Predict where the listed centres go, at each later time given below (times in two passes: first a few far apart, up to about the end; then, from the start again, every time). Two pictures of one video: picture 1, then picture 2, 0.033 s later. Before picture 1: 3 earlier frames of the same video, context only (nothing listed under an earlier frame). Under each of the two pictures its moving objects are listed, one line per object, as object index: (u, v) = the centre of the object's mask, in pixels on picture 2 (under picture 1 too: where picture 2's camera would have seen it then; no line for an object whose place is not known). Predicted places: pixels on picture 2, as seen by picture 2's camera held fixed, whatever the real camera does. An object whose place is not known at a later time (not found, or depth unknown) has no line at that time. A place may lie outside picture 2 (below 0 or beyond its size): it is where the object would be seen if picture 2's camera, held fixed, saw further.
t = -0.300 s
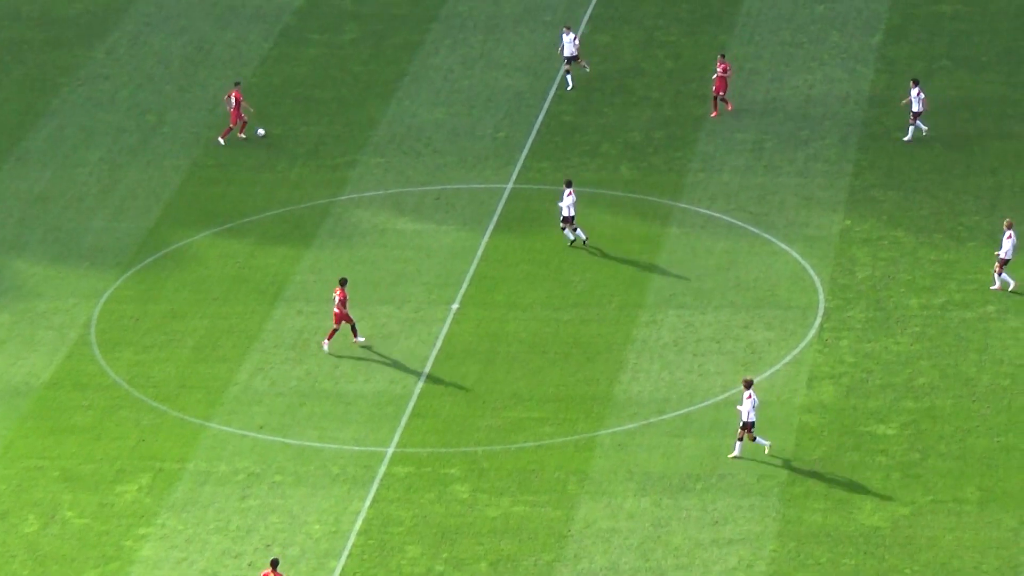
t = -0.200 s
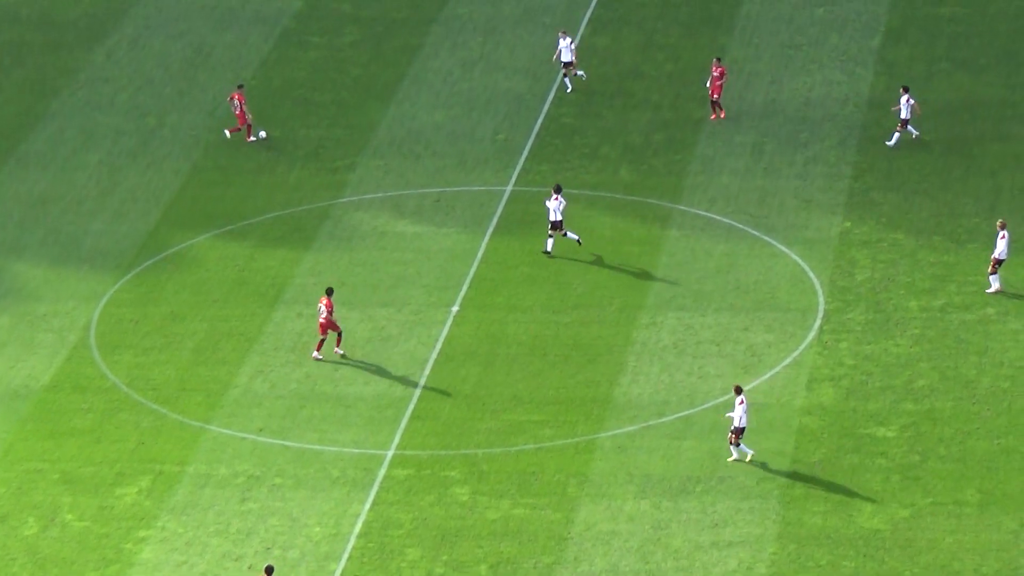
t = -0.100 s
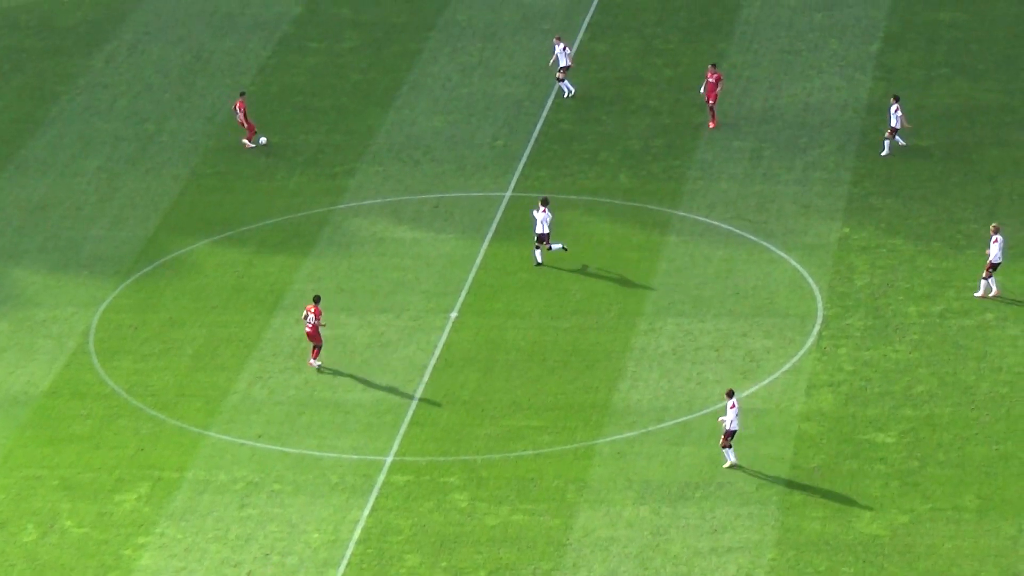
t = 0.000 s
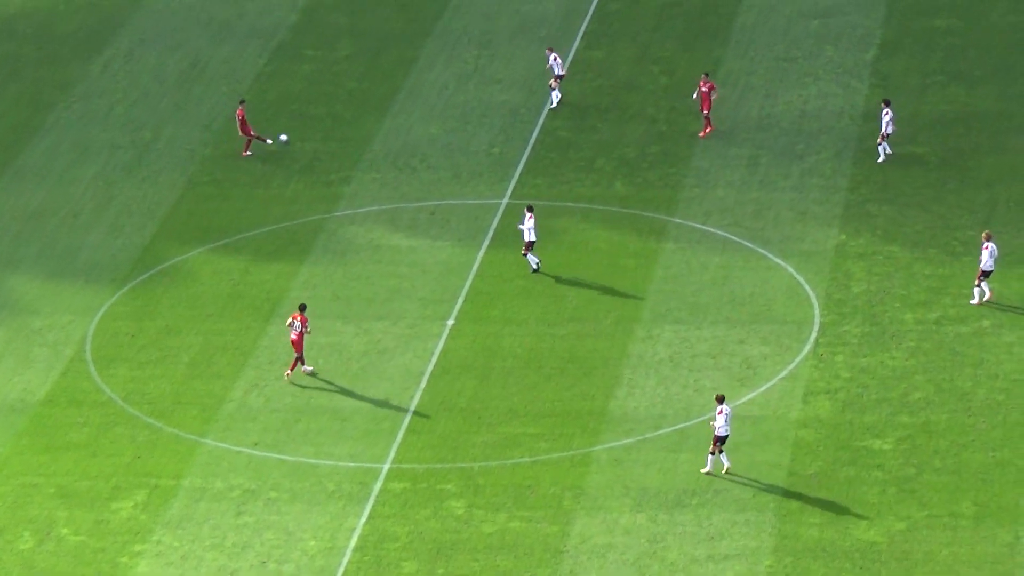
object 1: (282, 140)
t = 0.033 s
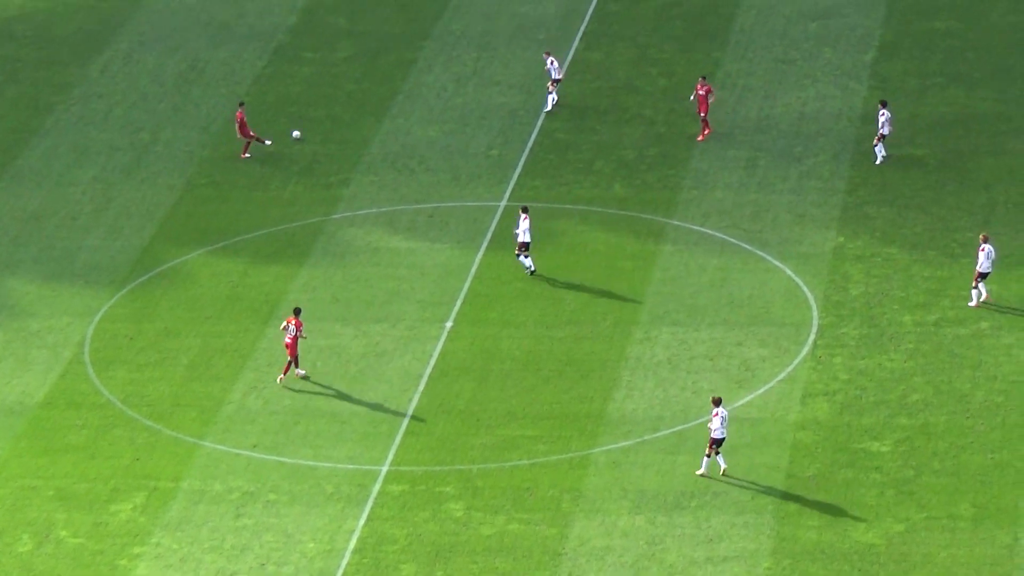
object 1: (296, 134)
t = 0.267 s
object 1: (383, 96)
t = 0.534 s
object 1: (460, 61)
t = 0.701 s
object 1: (499, 42)
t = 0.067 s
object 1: (310, 129)
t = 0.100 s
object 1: (324, 123)
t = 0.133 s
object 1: (336, 117)
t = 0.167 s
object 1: (348, 112)
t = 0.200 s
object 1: (360, 107)
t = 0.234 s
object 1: (372, 102)
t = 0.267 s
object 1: (383, 96)
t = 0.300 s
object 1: (395, 92)
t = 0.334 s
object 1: (404, 87)
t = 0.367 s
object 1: (415, 82)
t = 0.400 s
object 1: (424, 78)
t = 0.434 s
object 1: (434, 73)
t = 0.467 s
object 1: (443, 69)
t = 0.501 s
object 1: (452, 65)
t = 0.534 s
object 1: (460, 61)
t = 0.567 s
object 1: (469, 57)
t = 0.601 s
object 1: (477, 53)
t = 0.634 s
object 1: (484, 50)
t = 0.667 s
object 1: (492, 45)
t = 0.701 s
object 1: (499, 42)
